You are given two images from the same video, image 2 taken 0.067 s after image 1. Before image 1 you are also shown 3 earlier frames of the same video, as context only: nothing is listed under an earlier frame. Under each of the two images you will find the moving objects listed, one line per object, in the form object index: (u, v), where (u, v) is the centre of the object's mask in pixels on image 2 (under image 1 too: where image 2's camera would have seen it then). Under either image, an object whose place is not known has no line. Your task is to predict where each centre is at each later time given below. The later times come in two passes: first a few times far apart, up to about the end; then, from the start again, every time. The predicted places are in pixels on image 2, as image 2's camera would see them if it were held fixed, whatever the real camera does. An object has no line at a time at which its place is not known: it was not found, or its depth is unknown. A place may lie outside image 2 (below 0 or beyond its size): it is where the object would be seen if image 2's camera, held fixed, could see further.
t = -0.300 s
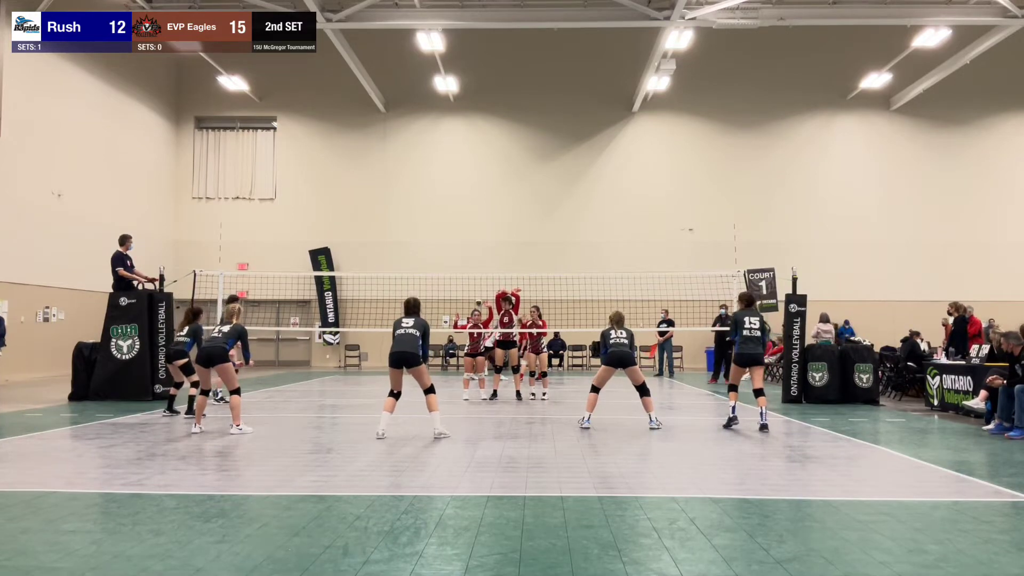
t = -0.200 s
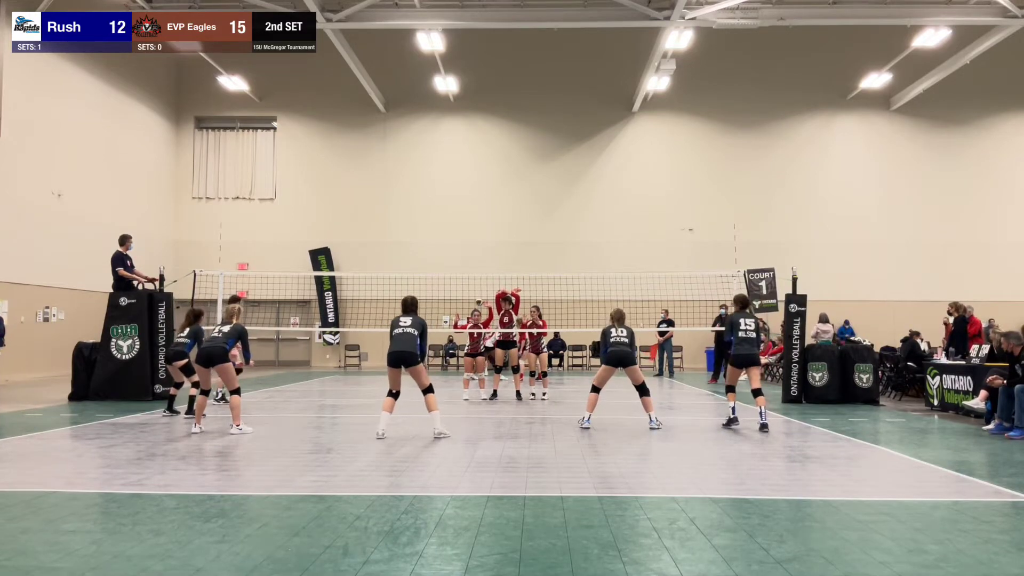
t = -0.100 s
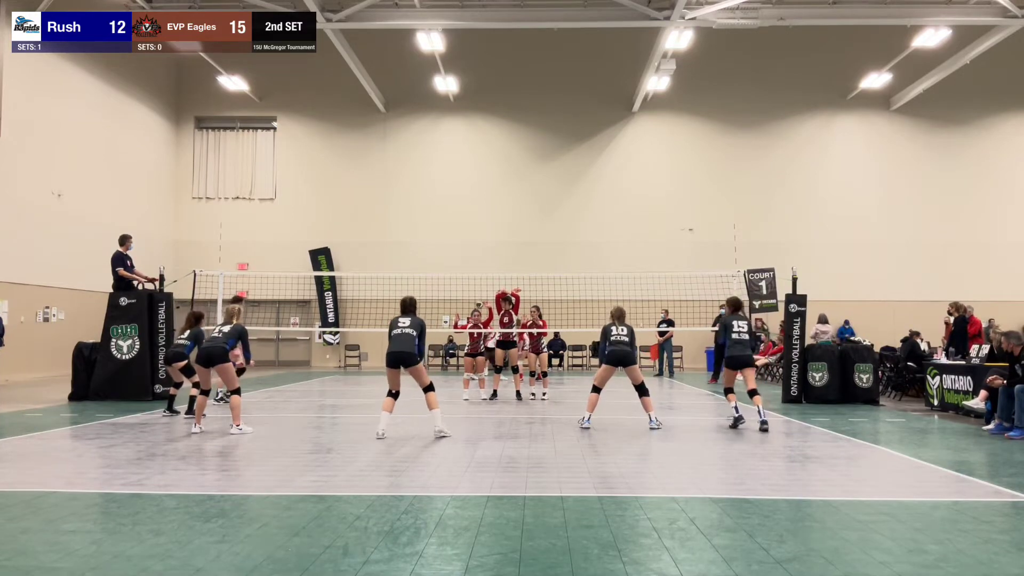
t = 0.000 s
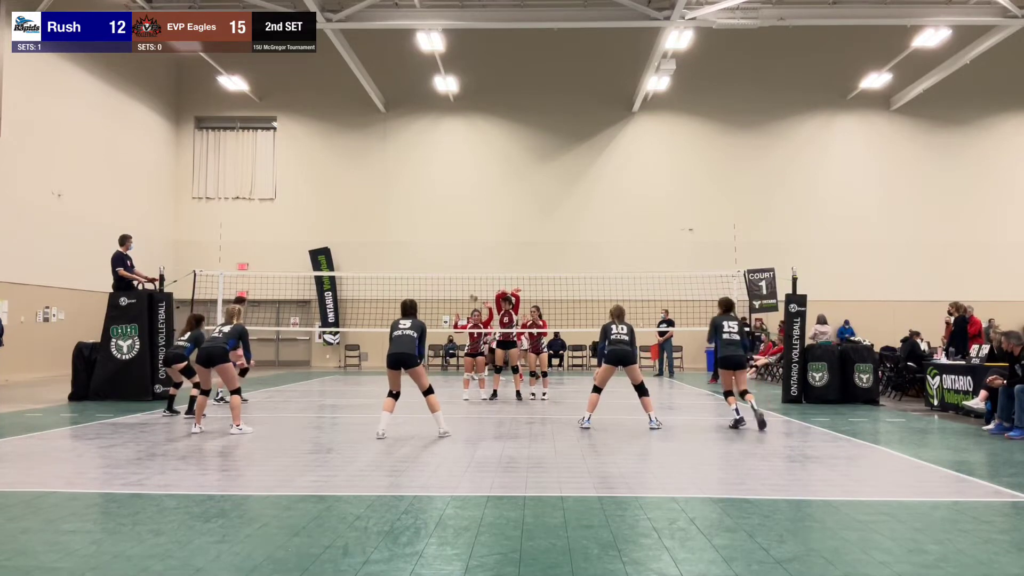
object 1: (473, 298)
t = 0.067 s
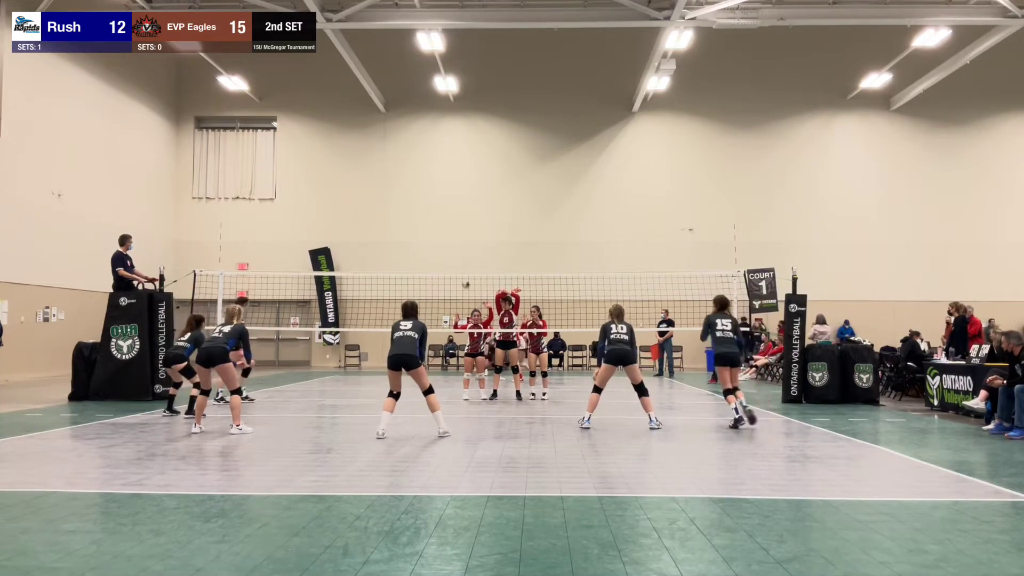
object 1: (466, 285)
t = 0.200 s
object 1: (450, 263)
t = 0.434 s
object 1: (418, 233)
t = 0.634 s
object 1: (383, 226)
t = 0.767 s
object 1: (356, 232)
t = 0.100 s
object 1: (462, 279)
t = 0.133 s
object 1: (458, 273)
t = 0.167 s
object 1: (454, 267)
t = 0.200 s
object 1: (450, 263)
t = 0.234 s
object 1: (446, 257)
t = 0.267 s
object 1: (442, 252)
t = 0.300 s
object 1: (438, 247)
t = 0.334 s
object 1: (433, 243)
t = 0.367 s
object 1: (428, 239)
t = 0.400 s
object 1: (423, 236)
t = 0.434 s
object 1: (418, 233)
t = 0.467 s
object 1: (412, 231)
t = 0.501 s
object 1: (407, 229)
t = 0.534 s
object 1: (401, 228)
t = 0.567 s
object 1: (395, 227)
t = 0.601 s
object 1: (389, 226)
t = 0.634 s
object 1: (383, 226)
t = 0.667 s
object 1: (377, 227)
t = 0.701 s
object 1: (370, 228)
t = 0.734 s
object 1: (363, 230)
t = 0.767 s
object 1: (356, 232)
